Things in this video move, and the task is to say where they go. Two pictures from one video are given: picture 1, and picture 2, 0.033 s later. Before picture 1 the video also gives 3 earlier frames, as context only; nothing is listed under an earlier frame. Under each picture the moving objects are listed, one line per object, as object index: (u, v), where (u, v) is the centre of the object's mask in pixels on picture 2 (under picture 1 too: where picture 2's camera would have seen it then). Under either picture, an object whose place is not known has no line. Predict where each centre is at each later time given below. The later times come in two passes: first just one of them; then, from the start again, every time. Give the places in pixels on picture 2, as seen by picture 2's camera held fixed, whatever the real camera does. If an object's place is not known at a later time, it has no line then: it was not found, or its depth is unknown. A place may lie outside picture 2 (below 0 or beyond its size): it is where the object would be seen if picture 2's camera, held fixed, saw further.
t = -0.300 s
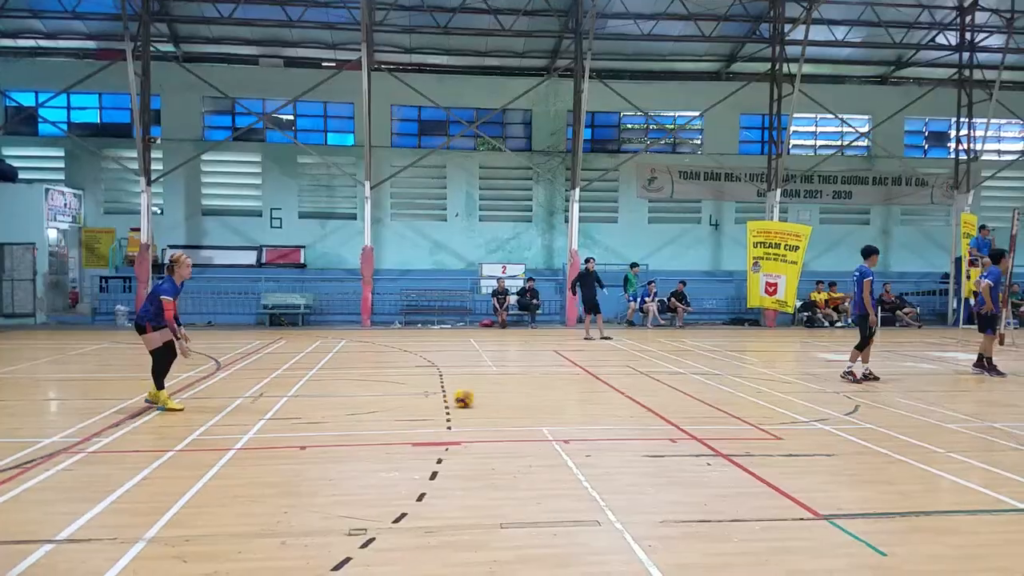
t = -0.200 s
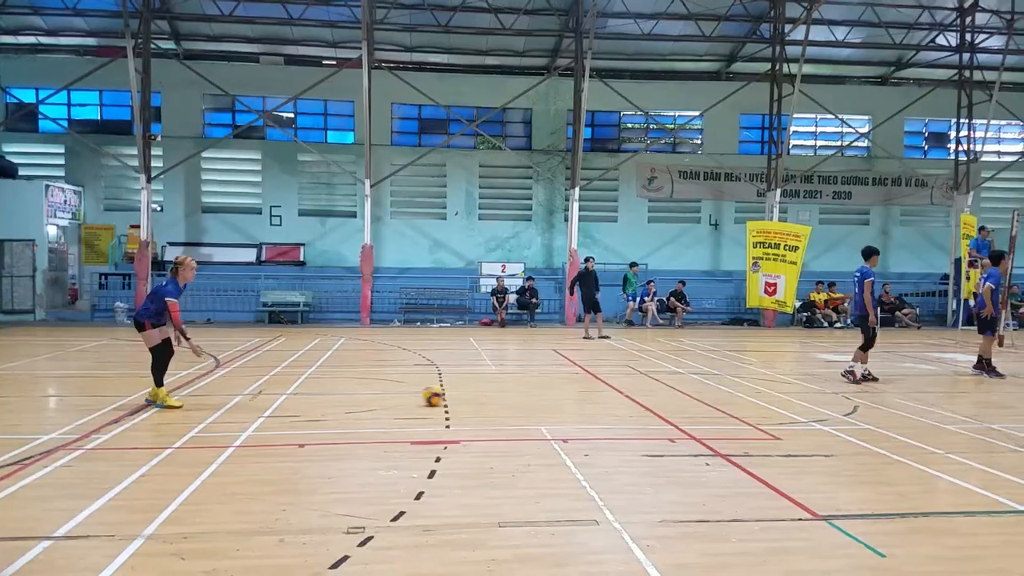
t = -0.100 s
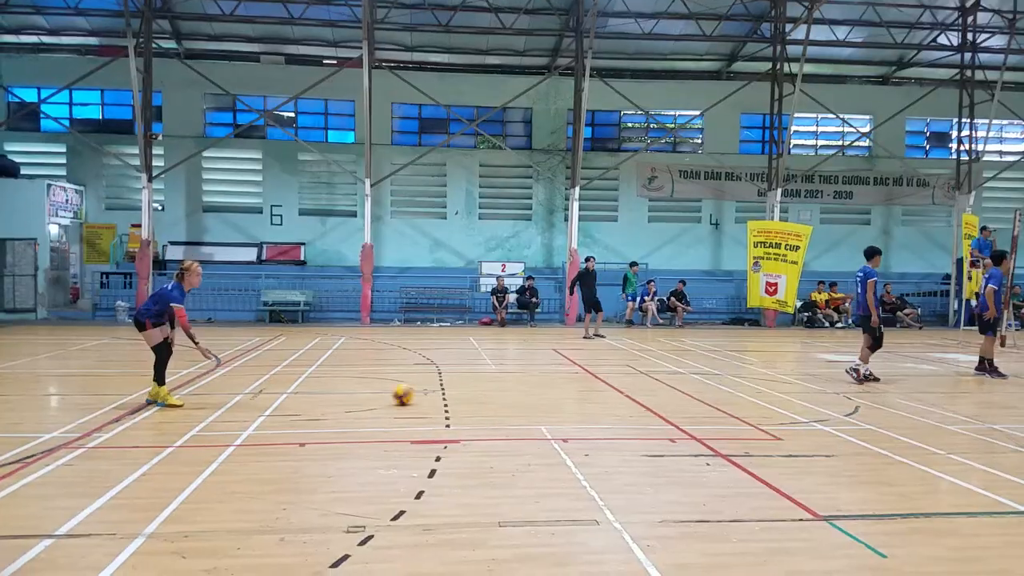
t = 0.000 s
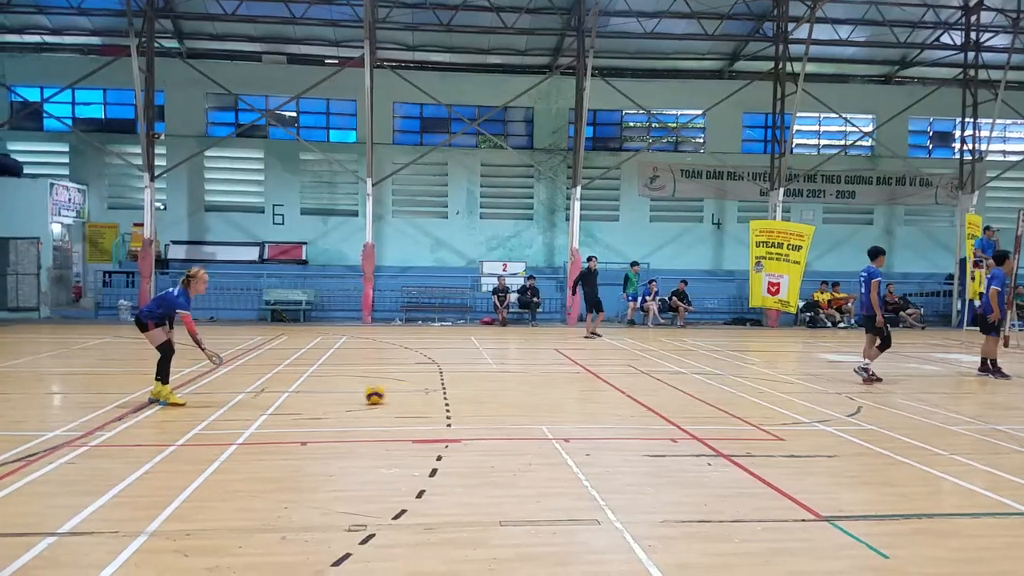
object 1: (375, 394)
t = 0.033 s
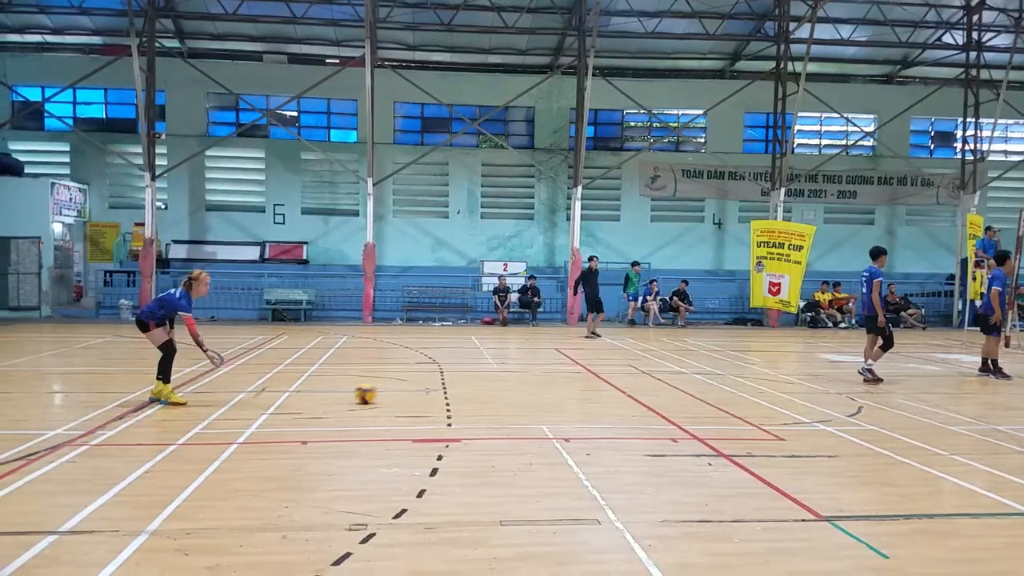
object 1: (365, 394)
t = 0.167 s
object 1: (327, 393)
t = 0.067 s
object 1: (356, 394)
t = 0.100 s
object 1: (346, 394)
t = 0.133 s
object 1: (336, 395)
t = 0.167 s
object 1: (327, 393)
